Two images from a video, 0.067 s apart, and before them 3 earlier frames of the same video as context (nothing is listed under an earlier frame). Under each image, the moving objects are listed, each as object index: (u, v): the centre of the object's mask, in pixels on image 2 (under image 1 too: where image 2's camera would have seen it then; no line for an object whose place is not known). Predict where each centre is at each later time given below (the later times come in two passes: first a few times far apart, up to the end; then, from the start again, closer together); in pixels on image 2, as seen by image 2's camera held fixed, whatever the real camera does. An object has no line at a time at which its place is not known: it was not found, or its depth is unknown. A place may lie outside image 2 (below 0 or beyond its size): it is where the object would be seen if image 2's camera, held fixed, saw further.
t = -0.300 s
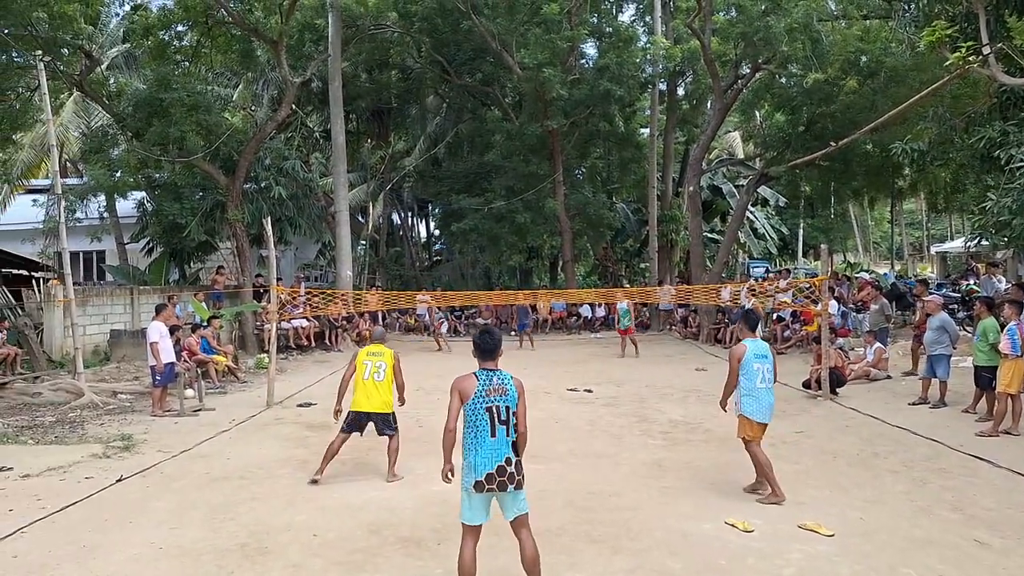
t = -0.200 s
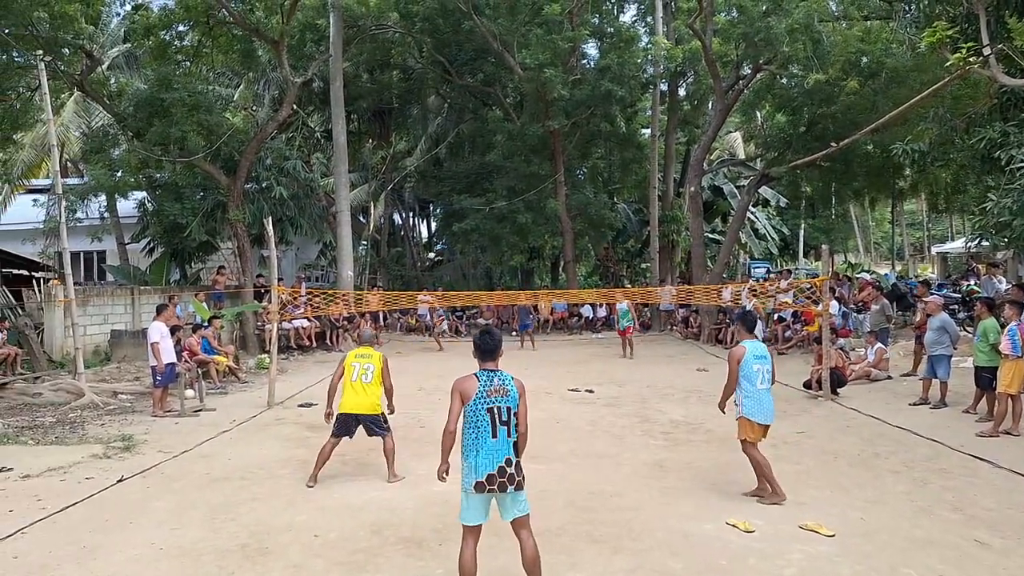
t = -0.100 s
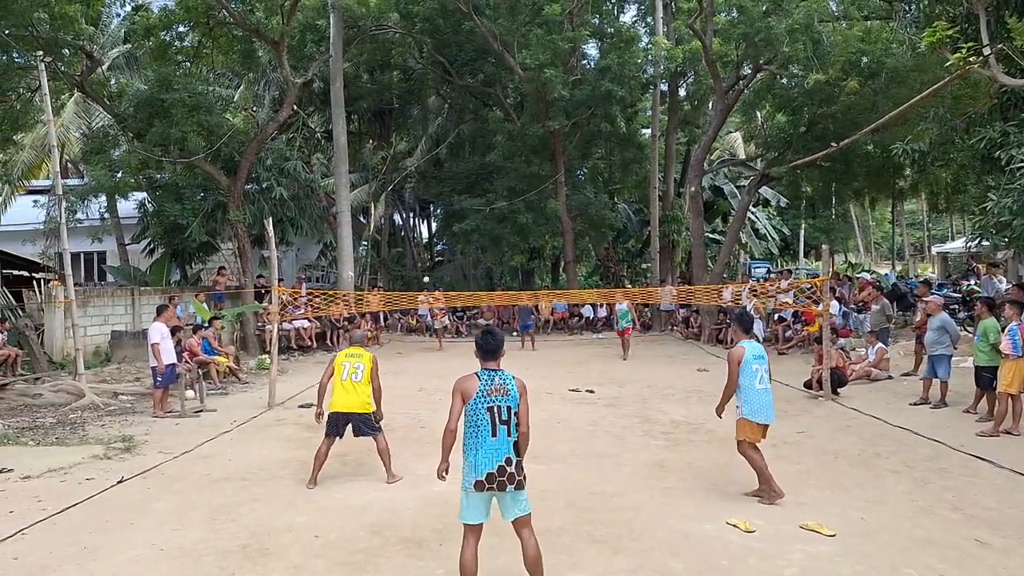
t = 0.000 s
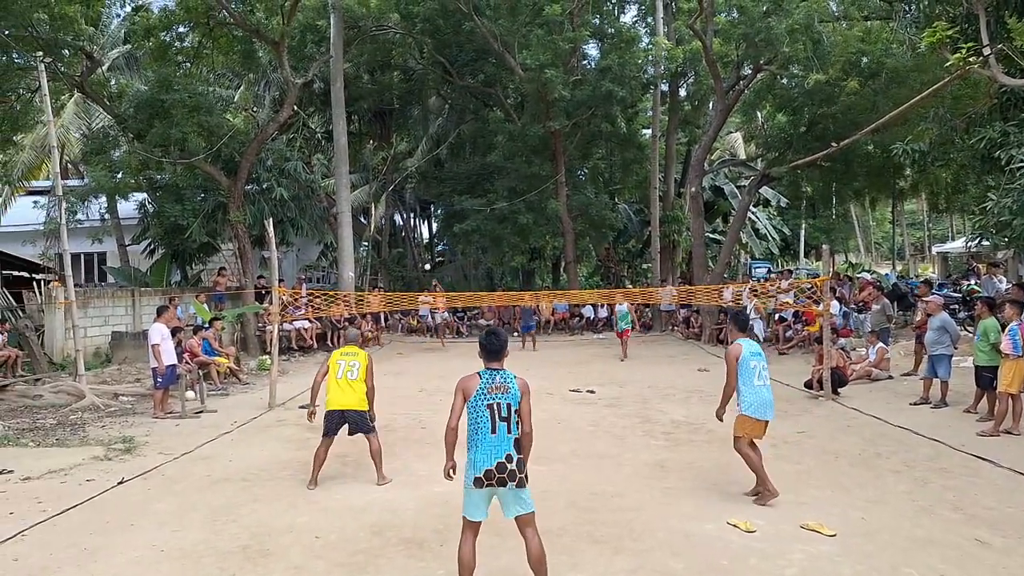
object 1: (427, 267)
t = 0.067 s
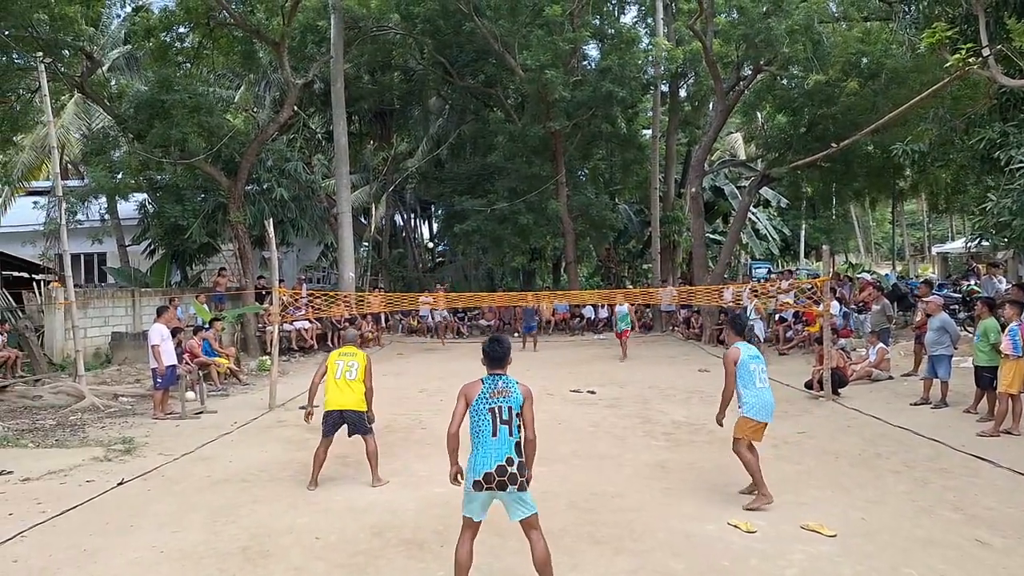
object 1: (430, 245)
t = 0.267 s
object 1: (439, 181)
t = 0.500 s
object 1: (453, 116)
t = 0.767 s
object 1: (469, 61)
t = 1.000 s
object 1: (487, 36)
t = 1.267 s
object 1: (526, 60)
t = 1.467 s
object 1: (572, 174)
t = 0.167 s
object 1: (435, 210)
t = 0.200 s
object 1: (437, 201)
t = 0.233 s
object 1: (438, 190)
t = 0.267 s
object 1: (439, 181)
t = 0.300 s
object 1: (440, 172)
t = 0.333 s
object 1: (443, 162)
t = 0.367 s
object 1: (444, 153)
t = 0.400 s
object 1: (446, 144)
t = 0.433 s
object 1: (449, 134)
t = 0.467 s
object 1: (451, 125)
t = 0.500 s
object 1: (453, 116)
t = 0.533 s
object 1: (455, 107)
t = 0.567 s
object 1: (458, 99)
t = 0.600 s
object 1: (460, 92)
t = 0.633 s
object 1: (461, 85)
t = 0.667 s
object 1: (463, 78)
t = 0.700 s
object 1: (465, 72)
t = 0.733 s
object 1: (467, 66)
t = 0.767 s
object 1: (469, 61)
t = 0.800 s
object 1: (471, 55)
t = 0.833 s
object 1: (473, 51)
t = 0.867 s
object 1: (475, 46)
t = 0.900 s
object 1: (478, 43)
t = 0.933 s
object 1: (481, 40)
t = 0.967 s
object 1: (484, 37)
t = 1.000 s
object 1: (487, 36)
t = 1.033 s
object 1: (491, 35)
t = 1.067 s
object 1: (496, 34)
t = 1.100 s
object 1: (500, 35)
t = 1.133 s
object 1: (504, 37)
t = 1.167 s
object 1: (509, 41)
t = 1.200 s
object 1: (514, 45)
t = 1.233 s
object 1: (520, 52)
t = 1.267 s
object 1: (526, 60)
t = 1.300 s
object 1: (532, 70)
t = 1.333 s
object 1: (539, 84)
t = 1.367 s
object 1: (546, 100)
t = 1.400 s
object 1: (554, 121)
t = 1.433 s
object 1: (562, 145)
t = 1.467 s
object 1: (572, 174)
